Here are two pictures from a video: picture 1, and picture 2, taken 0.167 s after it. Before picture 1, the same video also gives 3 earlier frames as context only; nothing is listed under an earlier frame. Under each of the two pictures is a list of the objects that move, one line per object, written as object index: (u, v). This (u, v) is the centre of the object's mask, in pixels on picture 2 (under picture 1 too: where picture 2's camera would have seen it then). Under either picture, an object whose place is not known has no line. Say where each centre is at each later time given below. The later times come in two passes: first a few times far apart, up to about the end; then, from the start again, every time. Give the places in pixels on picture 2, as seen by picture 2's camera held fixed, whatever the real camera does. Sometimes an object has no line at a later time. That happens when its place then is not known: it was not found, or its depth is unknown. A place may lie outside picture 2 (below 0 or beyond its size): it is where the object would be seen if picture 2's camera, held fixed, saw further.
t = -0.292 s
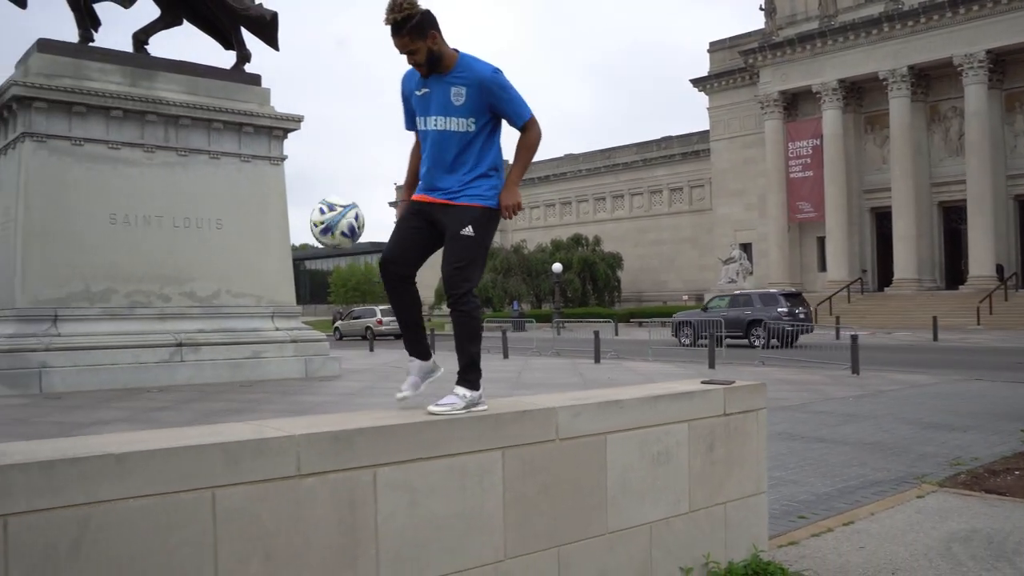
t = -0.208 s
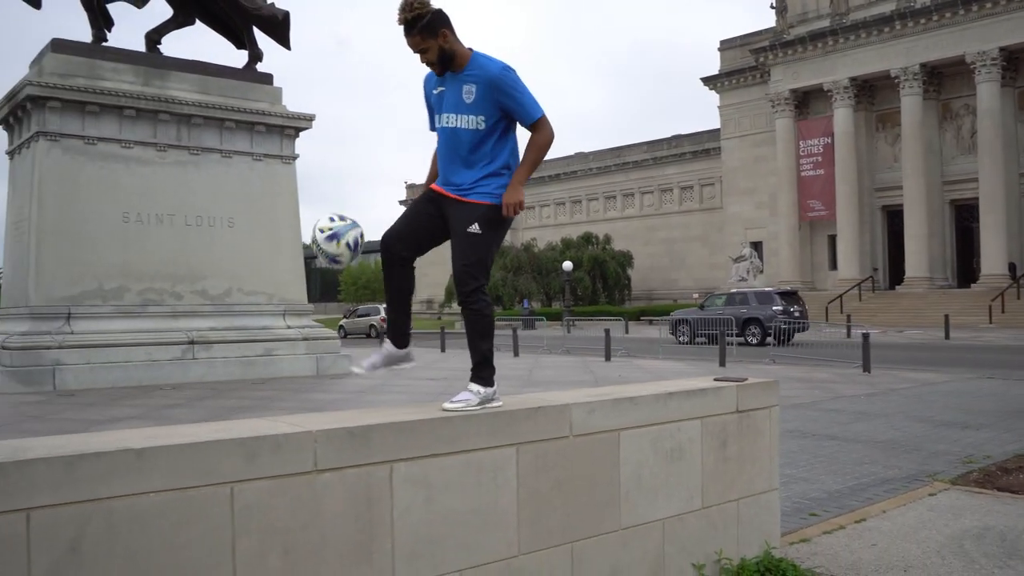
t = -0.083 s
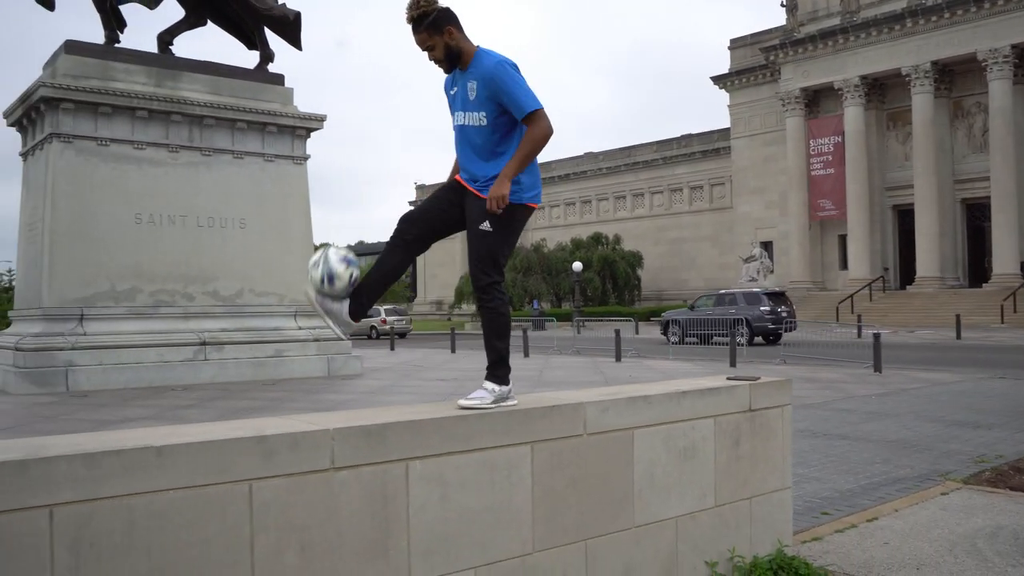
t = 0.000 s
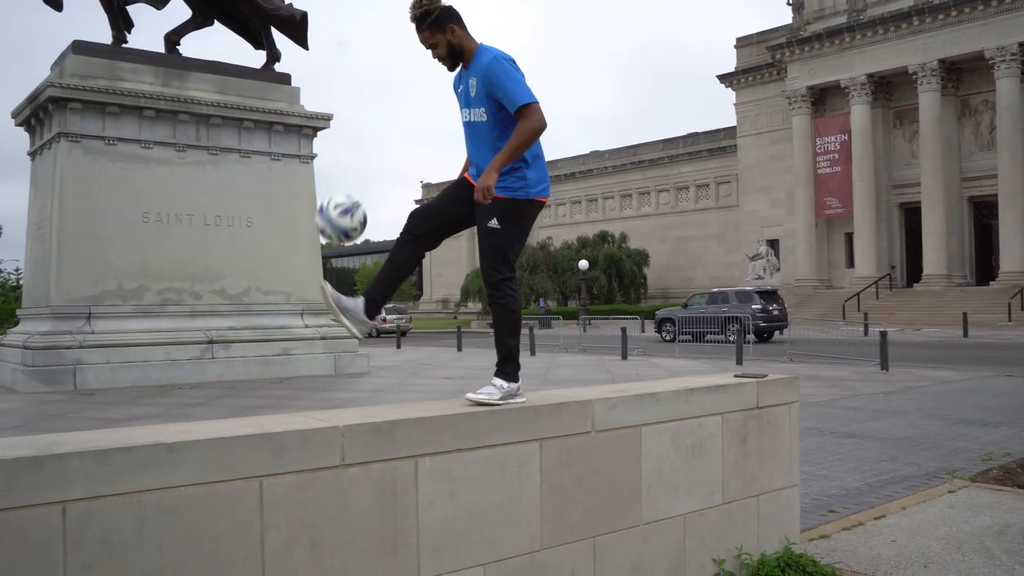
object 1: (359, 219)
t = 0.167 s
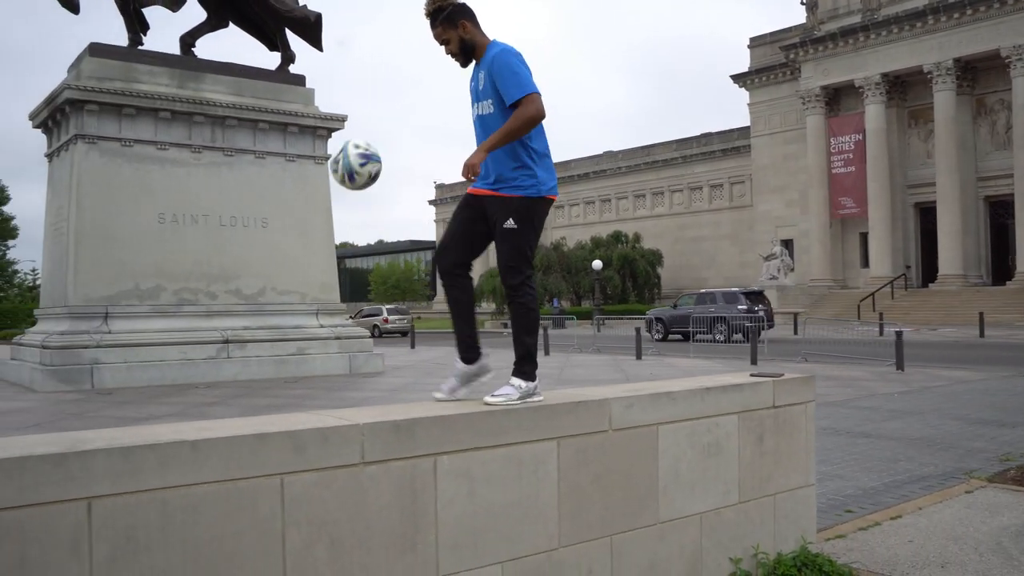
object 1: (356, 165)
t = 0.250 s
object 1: (355, 160)
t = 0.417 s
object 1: (354, 198)
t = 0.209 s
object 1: (356, 161)
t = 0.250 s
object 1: (355, 160)
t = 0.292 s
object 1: (355, 164)
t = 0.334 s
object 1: (354, 171)
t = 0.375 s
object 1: (355, 183)
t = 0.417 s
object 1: (354, 198)
